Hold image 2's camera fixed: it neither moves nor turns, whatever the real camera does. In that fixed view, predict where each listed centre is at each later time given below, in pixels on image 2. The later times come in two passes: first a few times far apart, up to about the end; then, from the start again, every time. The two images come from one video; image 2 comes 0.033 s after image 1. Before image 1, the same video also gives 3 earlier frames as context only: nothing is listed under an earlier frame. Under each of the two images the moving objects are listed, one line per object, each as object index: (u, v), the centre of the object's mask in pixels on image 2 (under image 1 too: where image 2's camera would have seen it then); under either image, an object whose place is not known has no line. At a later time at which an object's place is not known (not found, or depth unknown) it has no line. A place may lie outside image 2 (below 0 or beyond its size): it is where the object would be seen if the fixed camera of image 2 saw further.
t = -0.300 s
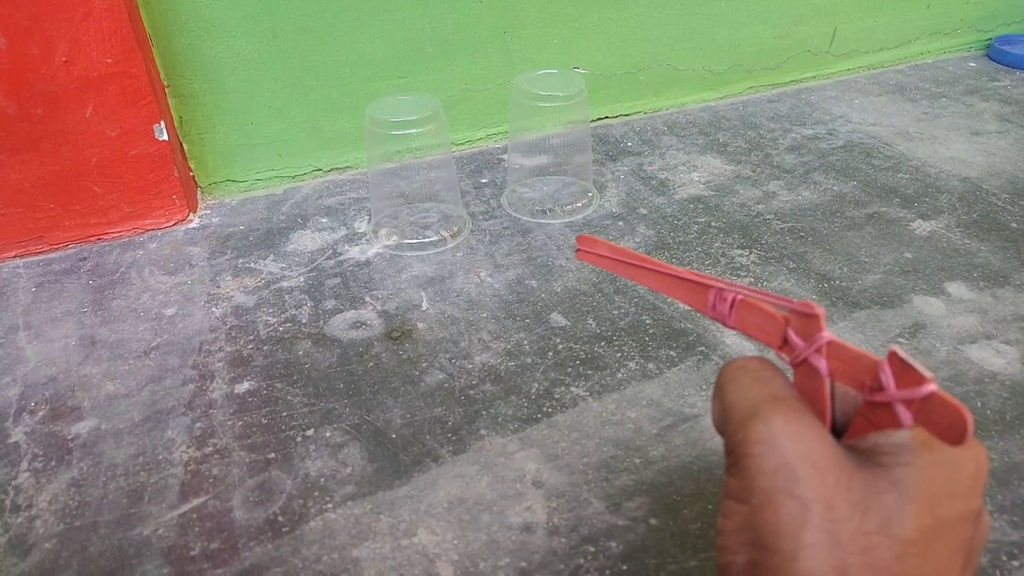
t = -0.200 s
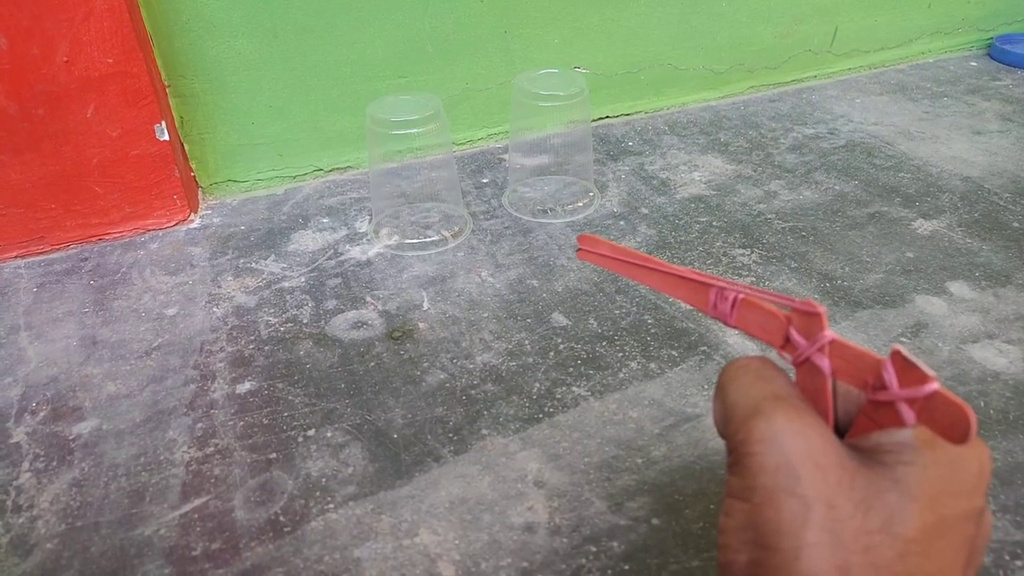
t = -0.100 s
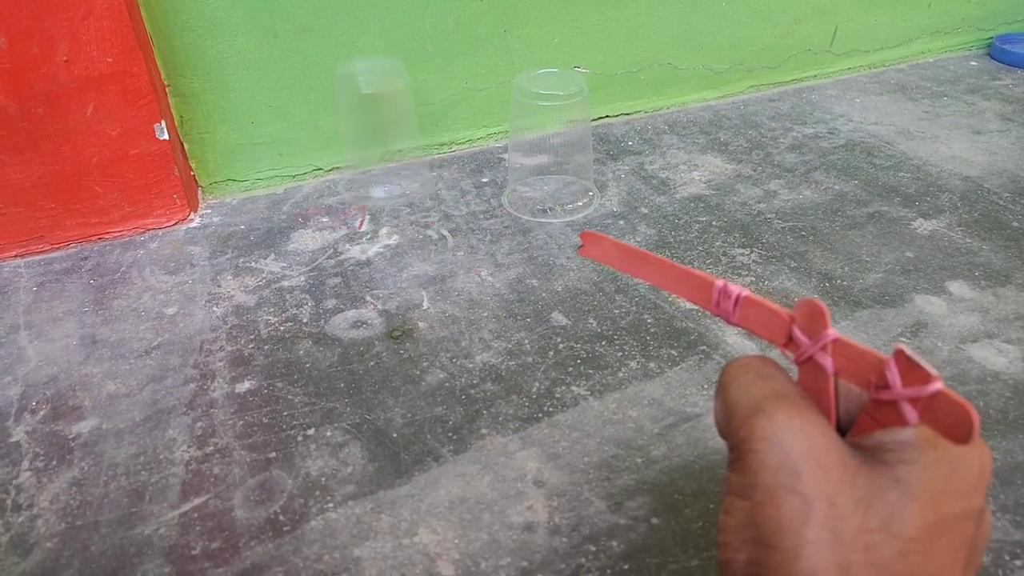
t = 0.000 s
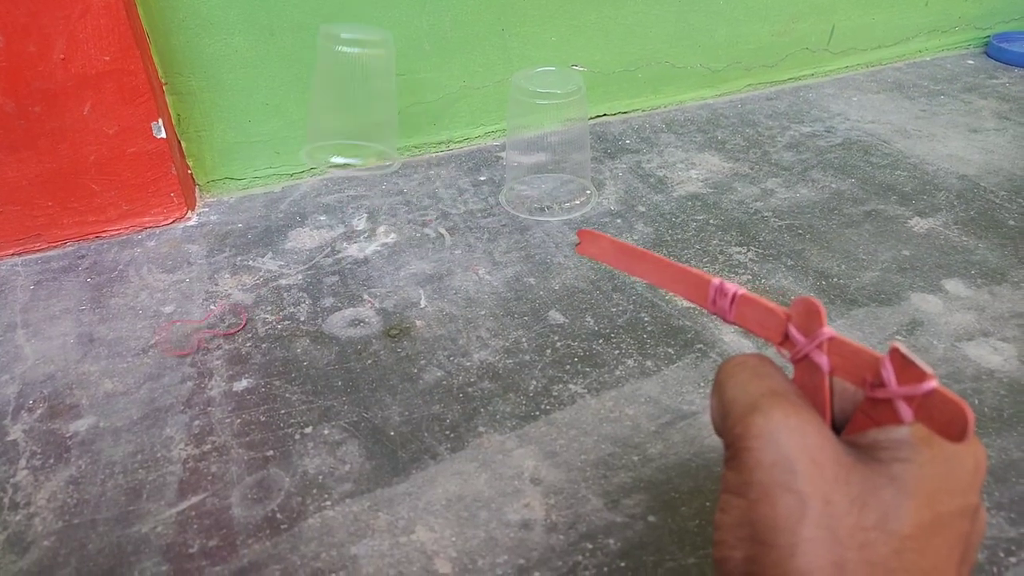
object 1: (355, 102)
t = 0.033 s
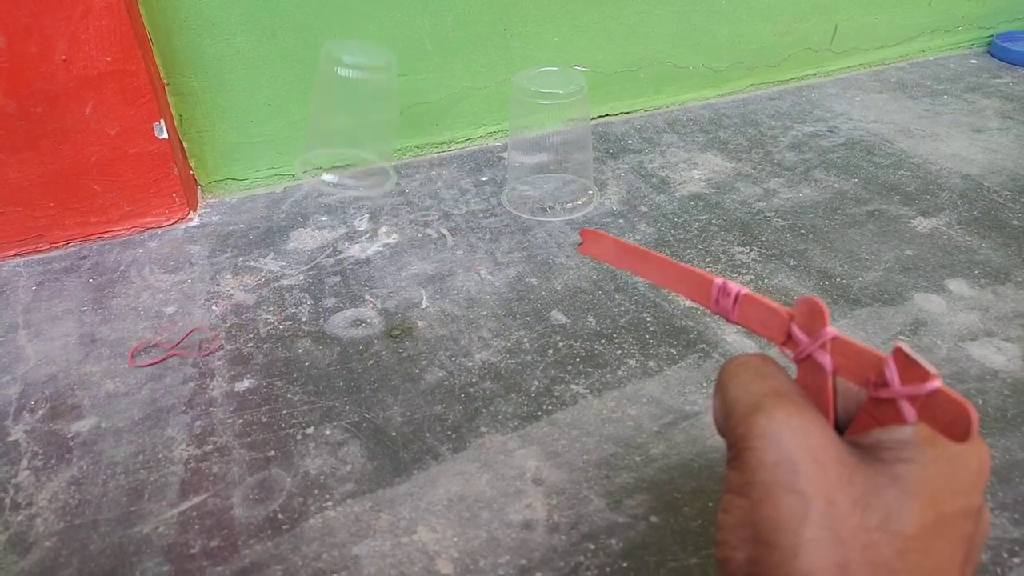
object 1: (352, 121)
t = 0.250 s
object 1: (297, 153)
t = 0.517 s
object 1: (237, 218)
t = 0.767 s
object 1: (246, 259)
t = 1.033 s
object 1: (273, 306)
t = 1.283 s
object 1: (283, 372)
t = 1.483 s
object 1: (274, 436)
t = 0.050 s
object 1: (350, 134)
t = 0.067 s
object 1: (348, 148)
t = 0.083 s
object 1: (344, 148)
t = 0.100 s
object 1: (337, 143)
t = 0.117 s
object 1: (331, 141)
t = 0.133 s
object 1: (326, 142)
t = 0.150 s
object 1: (321, 147)
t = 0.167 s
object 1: (317, 154)
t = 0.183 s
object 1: (313, 159)
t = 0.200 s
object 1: (308, 153)
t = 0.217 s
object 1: (303, 151)
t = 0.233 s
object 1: (300, 150)
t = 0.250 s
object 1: (297, 153)
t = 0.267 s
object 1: (295, 160)
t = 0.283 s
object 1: (291, 160)
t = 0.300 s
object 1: (285, 159)
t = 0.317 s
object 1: (281, 160)
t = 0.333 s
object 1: (277, 165)
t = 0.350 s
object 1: (274, 170)
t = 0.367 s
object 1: (270, 172)
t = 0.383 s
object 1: (265, 175)
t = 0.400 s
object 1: (260, 181)
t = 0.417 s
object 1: (255, 188)
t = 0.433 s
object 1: (252, 196)
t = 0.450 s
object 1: (249, 206)
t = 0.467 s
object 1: (245, 217)
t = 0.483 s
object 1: (241, 228)
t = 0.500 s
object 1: (238, 223)
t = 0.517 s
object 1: (237, 218)
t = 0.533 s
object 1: (236, 217)
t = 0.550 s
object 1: (238, 217)
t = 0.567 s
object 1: (239, 218)
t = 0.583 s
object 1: (241, 221)
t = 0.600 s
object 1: (241, 225)
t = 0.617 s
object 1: (242, 231)
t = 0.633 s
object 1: (242, 240)
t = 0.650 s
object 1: (241, 246)
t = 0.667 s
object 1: (240, 245)
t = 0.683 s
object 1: (241, 244)
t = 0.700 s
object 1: (241, 245)
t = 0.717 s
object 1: (243, 247)
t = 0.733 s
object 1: (244, 252)
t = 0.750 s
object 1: (246, 258)
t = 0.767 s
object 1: (246, 259)
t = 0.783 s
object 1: (248, 259)
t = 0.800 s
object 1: (250, 261)
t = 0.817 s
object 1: (251, 263)
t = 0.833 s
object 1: (255, 270)
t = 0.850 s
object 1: (257, 271)
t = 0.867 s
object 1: (259, 274)
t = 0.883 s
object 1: (261, 278)
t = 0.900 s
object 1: (263, 280)
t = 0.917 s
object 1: (264, 283)
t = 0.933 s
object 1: (265, 286)
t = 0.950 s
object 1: (267, 290)
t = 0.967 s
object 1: (269, 293)
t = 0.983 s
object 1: (270, 296)
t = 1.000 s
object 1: (270, 299)
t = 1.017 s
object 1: (273, 303)
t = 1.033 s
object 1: (273, 306)
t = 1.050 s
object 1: (274, 310)
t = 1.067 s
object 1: (275, 313)
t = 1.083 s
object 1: (276, 317)
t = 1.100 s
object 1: (278, 320)
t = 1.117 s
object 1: (277, 327)
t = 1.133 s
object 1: (278, 331)
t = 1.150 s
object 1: (279, 336)
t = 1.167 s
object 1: (279, 341)
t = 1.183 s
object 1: (280, 345)
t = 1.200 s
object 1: (281, 349)
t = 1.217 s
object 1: (281, 353)
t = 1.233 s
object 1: (282, 358)
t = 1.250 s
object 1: (284, 363)
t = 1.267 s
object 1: (283, 368)
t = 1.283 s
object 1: (283, 372)
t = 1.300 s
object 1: (283, 377)
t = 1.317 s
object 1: (283, 382)
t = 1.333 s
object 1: (283, 387)
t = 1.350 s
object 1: (282, 392)
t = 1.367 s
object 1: (282, 397)
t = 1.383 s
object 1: (281, 402)
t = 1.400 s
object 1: (281, 407)
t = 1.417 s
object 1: (281, 412)
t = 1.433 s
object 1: (278, 419)
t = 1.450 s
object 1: (277, 424)
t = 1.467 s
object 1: (275, 430)
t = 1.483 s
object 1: (274, 436)
